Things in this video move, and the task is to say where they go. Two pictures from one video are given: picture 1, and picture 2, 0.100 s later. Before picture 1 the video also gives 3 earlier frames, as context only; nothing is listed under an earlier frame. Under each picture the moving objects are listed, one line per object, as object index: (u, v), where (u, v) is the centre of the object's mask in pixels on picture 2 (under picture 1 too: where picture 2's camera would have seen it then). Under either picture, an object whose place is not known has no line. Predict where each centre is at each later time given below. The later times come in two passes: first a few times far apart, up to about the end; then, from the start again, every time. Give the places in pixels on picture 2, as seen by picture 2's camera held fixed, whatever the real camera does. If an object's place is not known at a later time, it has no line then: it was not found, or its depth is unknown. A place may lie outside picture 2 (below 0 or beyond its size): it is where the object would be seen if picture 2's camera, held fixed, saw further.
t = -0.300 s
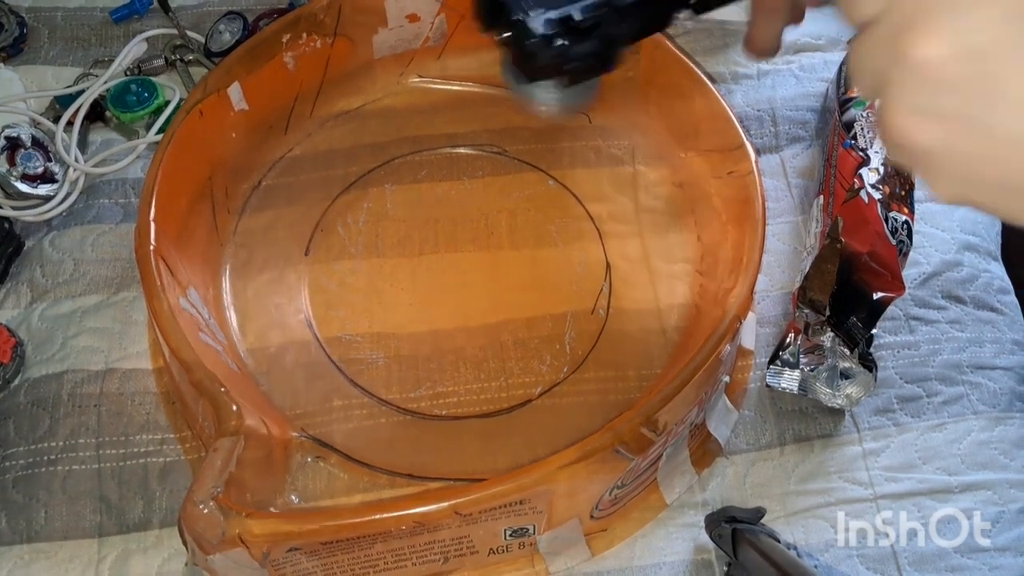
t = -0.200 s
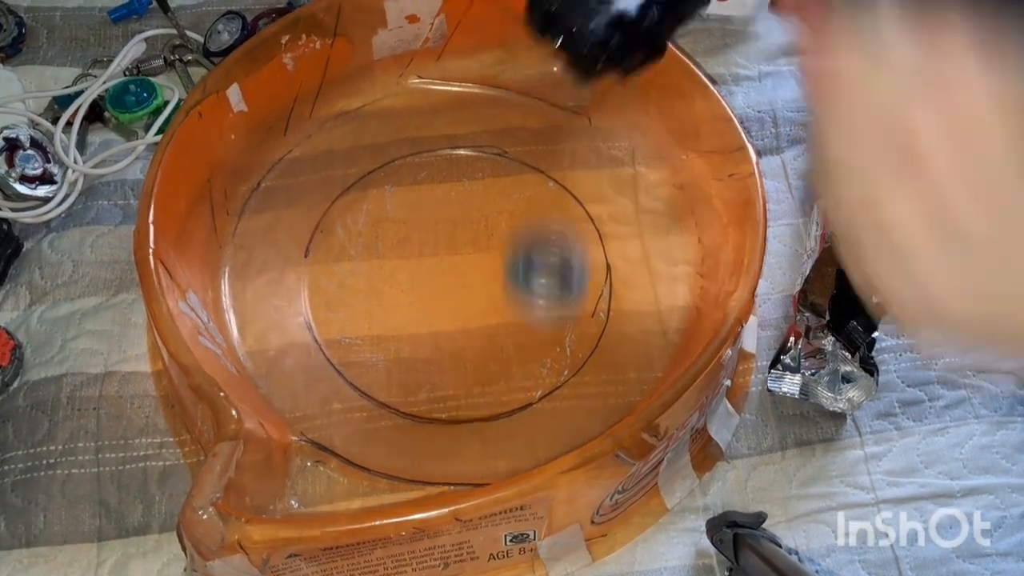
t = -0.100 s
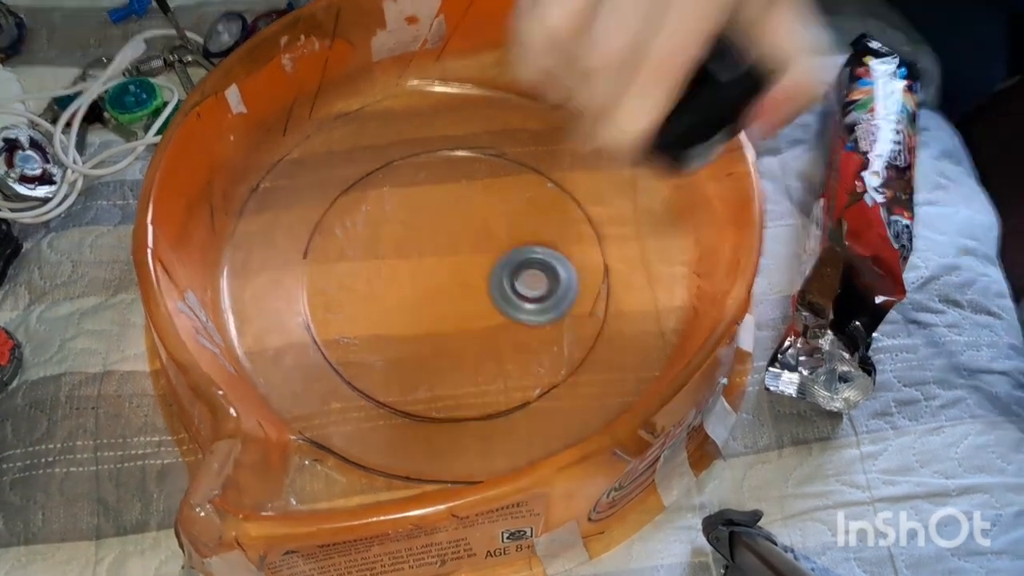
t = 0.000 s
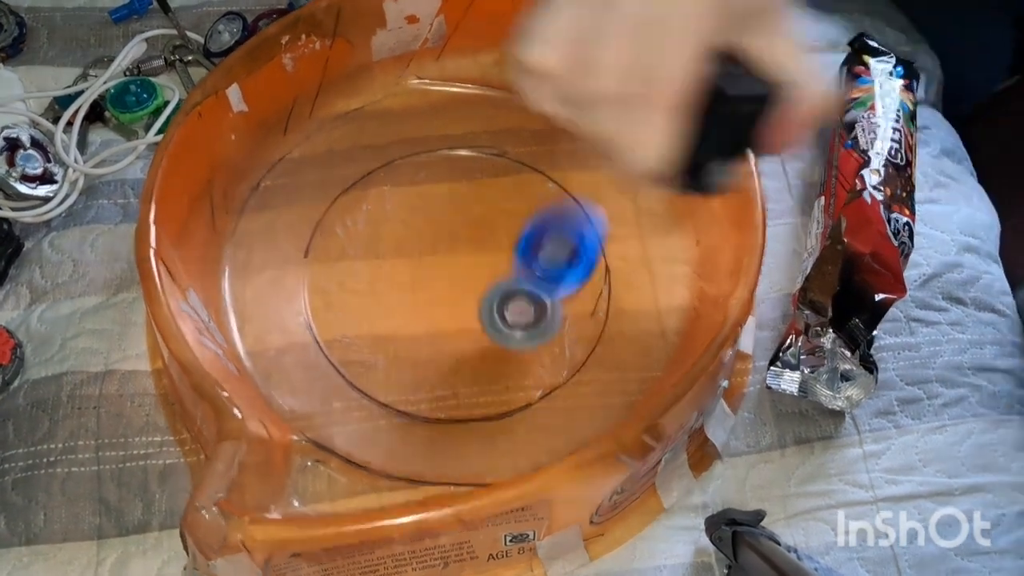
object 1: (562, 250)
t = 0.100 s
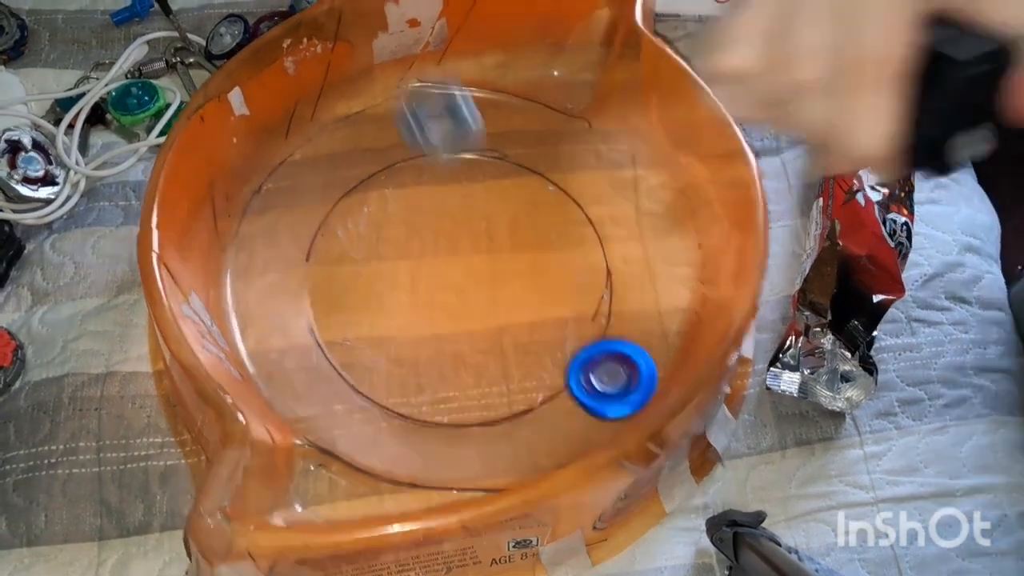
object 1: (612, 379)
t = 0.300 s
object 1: (542, 282)
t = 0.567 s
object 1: (328, 141)
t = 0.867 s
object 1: (344, 347)
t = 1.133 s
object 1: (643, 287)
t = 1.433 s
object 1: (323, 134)
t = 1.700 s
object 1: (565, 397)
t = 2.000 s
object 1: (318, 111)
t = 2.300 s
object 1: (654, 303)
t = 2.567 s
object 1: (273, 149)
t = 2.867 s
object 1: (582, 401)
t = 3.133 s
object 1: (582, 115)
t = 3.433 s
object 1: (307, 223)
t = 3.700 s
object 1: (523, 415)
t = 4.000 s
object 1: (535, 83)
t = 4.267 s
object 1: (249, 298)
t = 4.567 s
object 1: (655, 304)
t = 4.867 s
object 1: (450, 45)
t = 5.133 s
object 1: (321, 241)
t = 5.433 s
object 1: (459, 115)
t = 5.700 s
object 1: (466, 128)
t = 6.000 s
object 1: (442, 347)
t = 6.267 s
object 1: (545, 377)
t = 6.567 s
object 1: (539, 337)
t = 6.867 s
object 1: (450, 326)
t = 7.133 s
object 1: (379, 270)
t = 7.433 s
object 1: (387, 186)
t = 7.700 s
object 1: (391, 74)
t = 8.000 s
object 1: (413, 202)
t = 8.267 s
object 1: (410, 253)
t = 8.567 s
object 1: (370, 233)
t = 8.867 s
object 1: (388, 164)
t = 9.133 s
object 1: (427, 149)
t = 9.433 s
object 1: (466, 171)
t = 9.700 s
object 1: (419, 194)
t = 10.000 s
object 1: (477, 197)
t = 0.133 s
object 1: (604, 376)
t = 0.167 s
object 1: (594, 363)
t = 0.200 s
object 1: (583, 344)
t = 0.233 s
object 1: (571, 334)
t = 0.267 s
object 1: (558, 309)
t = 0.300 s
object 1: (542, 282)
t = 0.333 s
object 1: (522, 257)
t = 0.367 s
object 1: (499, 234)
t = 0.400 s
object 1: (473, 212)
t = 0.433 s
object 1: (445, 193)
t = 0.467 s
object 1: (415, 176)
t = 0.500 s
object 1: (384, 161)
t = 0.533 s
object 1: (355, 149)
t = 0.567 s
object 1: (328, 141)
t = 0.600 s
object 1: (303, 138)
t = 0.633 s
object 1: (291, 151)
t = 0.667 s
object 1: (285, 169)
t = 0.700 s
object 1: (283, 191)
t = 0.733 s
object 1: (285, 216)
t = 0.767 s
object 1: (291, 246)
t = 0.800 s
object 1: (302, 278)
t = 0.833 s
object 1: (320, 312)
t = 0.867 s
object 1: (344, 347)
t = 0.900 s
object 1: (375, 380)
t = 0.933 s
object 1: (417, 413)
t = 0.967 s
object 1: (469, 434)
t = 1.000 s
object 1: (518, 427)
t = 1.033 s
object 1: (559, 405)
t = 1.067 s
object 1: (595, 376)
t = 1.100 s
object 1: (624, 335)
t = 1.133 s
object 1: (643, 287)
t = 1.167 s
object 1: (653, 234)
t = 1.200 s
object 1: (648, 183)
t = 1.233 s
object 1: (617, 142)
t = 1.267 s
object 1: (570, 110)
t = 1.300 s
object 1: (521, 82)
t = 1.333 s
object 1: (465, 58)
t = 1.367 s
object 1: (416, 68)
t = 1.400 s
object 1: (365, 93)
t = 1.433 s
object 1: (323, 134)
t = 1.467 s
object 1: (283, 178)
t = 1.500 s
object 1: (247, 227)
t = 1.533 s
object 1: (239, 283)
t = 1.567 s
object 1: (275, 351)
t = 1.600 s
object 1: (333, 399)
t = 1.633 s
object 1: (412, 436)
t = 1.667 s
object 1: (494, 437)
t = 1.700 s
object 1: (565, 397)
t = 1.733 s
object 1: (623, 359)
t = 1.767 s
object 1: (651, 300)
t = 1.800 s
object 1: (665, 226)
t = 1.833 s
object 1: (640, 159)
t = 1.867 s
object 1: (587, 106)
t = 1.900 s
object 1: (521, 76)
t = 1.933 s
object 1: (450, 56)
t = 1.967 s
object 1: (386, 75)
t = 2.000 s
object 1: (318, 111)
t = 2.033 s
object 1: (271, 172)
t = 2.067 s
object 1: (239, 237)
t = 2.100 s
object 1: (252, 317)
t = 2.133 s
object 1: (313, 392)
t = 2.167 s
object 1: (397, 444)
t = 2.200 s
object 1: (484, 435)
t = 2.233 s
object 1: (558, 393)
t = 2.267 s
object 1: (627, 359)
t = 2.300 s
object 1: (654, 303)
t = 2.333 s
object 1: (659, 231)
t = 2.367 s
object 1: (641, 168)
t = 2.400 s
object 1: (590, 120)
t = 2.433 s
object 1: (530, 87)
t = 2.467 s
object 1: (459, 57)
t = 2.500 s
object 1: (393, 64)
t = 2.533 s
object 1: (327, 90)
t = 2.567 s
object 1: (273, 149)
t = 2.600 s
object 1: (253, 225)
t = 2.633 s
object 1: (243, 281)
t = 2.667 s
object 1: (259, 323)
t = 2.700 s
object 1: (294, 364)
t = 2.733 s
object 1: (341, 400)
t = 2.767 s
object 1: (398, 430)
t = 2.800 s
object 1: (465, 448)
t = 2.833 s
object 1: (527, 428)
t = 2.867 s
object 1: (582, 401)
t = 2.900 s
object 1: (626, 358)
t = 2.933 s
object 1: (658, 305)
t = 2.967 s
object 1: (670, 245)
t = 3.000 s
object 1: (651, 190)
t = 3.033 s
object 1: (612, 136)
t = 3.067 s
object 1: (604, 118)
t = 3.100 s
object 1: (594, 111)
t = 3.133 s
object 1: (582, 115)
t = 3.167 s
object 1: (563, 116)
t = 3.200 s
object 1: (539, 115)
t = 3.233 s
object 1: (509, 116)
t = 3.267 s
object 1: (475, 119)
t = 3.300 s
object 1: (434, 129)
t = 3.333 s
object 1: (395, 145)
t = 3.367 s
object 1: (361, 166)
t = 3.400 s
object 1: (330, 192)
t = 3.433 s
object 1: (307, 223)
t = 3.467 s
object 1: (297, 256)
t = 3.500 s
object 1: (298, 296)
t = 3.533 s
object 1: (311, 338)
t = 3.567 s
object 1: (337, 377)
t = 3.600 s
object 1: (373, 412)
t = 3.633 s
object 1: (422, 434)
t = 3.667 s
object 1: (475, 435)
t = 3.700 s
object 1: (523, 415)
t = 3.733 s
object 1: (567, 396)
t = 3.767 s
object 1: (602, 361)
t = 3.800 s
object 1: (628, 320)
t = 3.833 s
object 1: (645, 274)
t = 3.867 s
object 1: (651, 225)
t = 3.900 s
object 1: (647, 178)
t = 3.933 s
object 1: (620, 137)
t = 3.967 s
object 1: (578, 106)
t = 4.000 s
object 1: (535, 83)
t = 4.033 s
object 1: (487, 64)
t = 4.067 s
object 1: (433, 53)
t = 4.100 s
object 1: (381, 69)
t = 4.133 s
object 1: (333, 105)
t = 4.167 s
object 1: (291, 146)
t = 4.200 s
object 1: (257, 189)
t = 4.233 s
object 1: (239, 239)
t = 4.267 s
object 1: (249, 298)
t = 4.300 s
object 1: (284, 355)
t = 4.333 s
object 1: (331, 396)
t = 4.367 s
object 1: (388, 429)
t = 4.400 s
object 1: (449, 440)
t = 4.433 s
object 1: (502, 424)
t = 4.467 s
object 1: (549, 405)
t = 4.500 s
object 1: (592, 376)
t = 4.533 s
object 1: (629, 342)
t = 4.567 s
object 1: (655, 304)
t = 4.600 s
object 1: (662, 259)
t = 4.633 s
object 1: (661, 216)
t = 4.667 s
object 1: (648, 178)
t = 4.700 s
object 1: (619, 144)
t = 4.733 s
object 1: (583, 114)
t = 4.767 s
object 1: (548, 94)
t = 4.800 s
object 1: (512, 77)
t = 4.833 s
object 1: (473, 64)
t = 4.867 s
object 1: (450, 45)
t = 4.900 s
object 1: (430, 51)
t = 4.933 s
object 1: (410, 70)
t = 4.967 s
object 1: (389, 90)
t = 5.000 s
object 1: (370, 112)
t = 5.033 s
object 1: (350, 136)
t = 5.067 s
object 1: (332, 167)
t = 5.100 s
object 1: (322, 206)
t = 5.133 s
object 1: (321, 241)
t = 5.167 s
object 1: (327, 258)
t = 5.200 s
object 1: (338, 271)
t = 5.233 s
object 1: (357, 281)
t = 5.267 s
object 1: (383, 288)
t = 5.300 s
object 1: (416, 292)
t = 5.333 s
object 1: (450, 290)
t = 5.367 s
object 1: (476, 269)
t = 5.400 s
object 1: (469, 190)
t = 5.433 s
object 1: (459, 115)
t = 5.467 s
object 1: (450, 49)
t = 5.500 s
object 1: (450, 34)
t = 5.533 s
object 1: (450, 30)
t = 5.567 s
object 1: (450, 32)
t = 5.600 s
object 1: (453, 43)
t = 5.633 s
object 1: (455, 75)
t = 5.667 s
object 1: (460, 105)
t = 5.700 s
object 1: (466, 128)
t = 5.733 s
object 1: (473, 155)
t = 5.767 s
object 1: (481, 181)
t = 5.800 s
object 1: (486, 207)
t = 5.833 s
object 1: (471, 237)
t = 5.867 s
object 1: (458, 264)
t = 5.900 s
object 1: (448, 289)
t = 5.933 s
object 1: (442, 312)
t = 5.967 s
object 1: (440, 331)
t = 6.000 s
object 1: (442, 347)
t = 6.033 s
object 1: (450, 361)
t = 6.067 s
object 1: (461, 372)
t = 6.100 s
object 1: (474, 380)
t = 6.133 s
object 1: (489, 385)
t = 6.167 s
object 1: (504, 387)
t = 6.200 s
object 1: (520, 386)
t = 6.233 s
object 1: (532, 383)
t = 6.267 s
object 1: (545, 377)
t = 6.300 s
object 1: (553, 371)
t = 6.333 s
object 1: (558, 364)
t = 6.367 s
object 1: (559, 355)
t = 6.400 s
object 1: (555, 344)
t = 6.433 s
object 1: (549, 331)
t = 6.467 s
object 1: (546, 325)
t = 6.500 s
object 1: (548, 334)
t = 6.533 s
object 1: (545, 335)
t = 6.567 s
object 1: (539, 337)
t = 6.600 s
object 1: (532, 340)
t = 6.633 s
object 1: (522, 344)
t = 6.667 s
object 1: (513, 346)
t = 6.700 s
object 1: (505, 345)
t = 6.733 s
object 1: (495, 344)
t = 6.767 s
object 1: (485, 341)
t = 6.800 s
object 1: (474, 337)
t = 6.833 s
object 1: (462, 332)
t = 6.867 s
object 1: (450, 326)
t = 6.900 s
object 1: (437, 320)
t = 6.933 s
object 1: (424, 313)
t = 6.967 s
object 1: (412, 307)
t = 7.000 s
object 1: (401, 300)
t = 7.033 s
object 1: (394, 293)
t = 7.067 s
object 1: (387, 286)
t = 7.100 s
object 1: (383, 278)
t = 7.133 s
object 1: (379, 270)
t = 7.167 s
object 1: (375, 260)
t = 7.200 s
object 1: (374, 250)
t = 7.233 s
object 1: (373, 240)
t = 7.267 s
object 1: (373, 231)
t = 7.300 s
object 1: (375, 221)
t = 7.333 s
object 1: (377, 211)
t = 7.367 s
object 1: (380, 202)
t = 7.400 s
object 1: (383, 194)
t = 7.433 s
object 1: (387, 186)
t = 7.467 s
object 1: (392, 181)
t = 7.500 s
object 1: (400, 176)
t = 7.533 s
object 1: (410, 172)
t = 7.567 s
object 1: (420, 168)
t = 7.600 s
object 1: (430, 163)
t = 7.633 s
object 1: (420, 129)
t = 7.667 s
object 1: (403, 101)
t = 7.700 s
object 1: (391, 74)
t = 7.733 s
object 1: (385, 75)
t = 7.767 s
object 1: (383, 92)
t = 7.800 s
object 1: (383, 109)
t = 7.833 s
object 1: (382, 124)
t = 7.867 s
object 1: (381, 142)
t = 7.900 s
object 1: (386, 158)
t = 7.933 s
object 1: (395, 174)
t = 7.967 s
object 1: (404, 188)
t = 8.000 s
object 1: (413, 202)
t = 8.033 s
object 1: (422, 214)
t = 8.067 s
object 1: (431, 226)
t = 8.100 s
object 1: (441, 239)
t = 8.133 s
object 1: (449, 252)
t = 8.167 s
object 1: (456, 265)
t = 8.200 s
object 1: (438, 259)
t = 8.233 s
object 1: (421, 255)
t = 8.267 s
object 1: (410, 253)
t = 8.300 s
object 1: (400, 252)
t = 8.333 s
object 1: (390, 251)
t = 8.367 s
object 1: (382, 249)
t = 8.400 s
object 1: (375, 247)
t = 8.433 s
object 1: (371, 244)
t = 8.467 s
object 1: (368, 242)
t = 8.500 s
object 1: (366, 239)
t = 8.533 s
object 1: (368, 236)
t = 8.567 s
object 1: (370, 233)
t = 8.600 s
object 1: (375, 230)
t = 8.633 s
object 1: (380, 225)
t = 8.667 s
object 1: (386, 221)
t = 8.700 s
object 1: (393, 218)
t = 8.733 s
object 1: (394, 208)
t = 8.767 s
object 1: (387, 192)
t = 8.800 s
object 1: (384, 181)
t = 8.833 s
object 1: (385, 170)
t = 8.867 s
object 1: (388, 164)
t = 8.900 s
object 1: (393, 159)
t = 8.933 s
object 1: (399, 157)
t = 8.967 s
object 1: (404, 159)
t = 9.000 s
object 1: (410, 162)
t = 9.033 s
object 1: (415, 168)
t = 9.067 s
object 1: (417, 174)
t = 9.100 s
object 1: (424, 169)
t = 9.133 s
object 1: (427, 149)
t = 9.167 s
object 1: (435, 141)
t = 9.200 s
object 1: (443, 142)
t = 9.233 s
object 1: (452, 139)
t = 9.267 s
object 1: (460, 143)
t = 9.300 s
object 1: (466, 149)
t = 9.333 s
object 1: (470, 155)
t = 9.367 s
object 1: (471, 161)
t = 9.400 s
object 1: (471, 165)
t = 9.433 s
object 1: (466, 171)
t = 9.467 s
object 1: (459, 177)
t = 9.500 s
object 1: (452, 182)
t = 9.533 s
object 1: (446, 189)
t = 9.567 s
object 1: (439, 196)
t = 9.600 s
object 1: (430, 191)
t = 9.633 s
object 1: (425, 192)
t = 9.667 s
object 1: (419, 197)
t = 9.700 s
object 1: (419, 194)
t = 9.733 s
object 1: (420, 191)
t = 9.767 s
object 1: (424, 192)
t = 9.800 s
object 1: (430, 192)
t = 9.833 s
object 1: (436, 193)
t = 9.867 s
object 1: (440, 198)
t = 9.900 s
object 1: (442, 197)
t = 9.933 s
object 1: (449, 196)
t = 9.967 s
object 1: (465, 197)
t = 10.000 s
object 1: (477, 197)
